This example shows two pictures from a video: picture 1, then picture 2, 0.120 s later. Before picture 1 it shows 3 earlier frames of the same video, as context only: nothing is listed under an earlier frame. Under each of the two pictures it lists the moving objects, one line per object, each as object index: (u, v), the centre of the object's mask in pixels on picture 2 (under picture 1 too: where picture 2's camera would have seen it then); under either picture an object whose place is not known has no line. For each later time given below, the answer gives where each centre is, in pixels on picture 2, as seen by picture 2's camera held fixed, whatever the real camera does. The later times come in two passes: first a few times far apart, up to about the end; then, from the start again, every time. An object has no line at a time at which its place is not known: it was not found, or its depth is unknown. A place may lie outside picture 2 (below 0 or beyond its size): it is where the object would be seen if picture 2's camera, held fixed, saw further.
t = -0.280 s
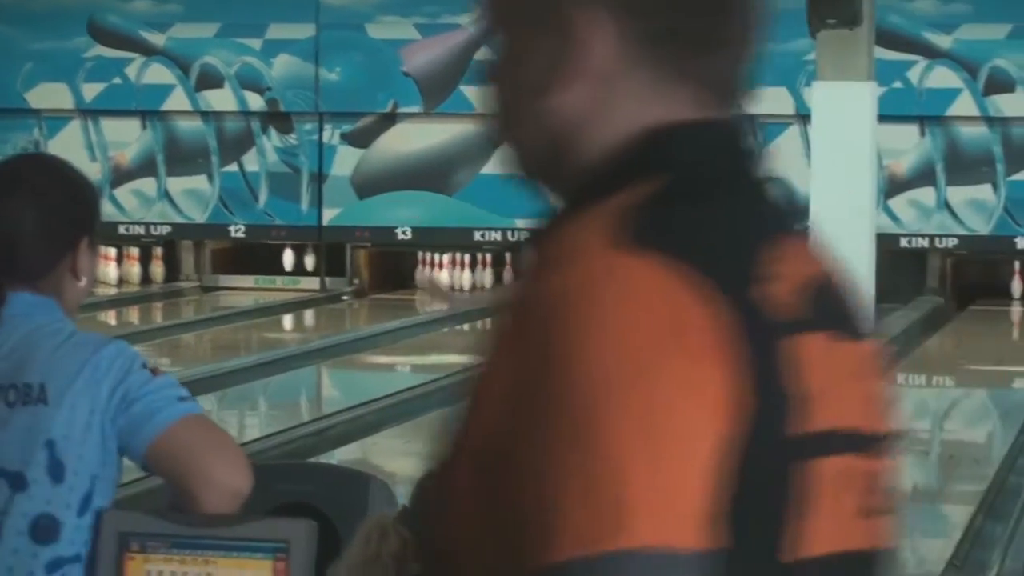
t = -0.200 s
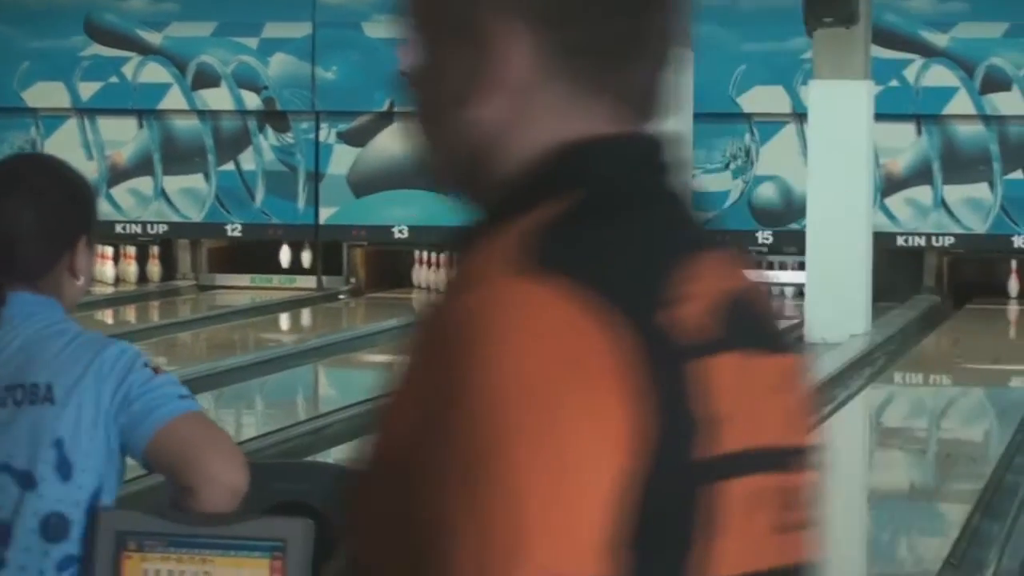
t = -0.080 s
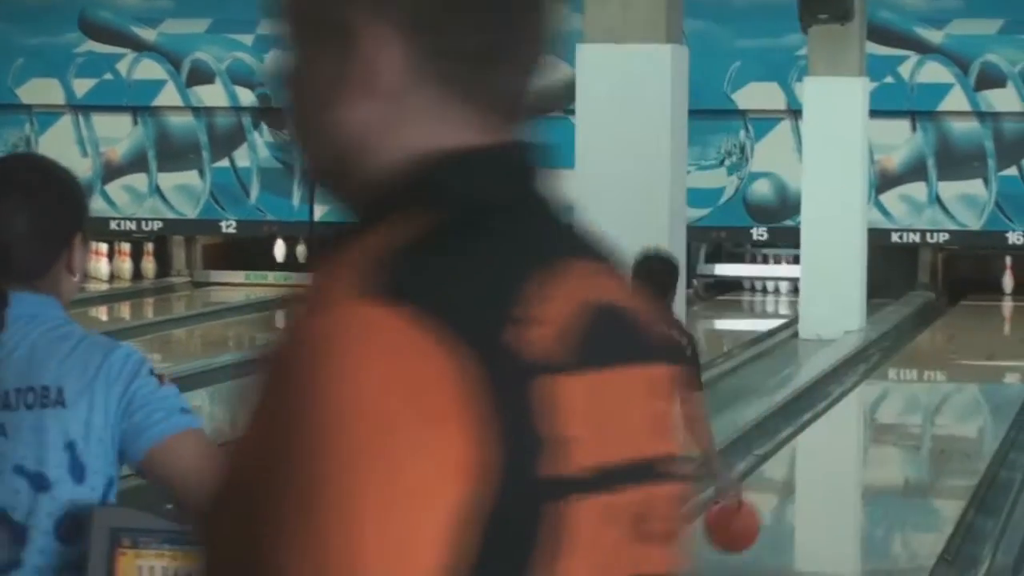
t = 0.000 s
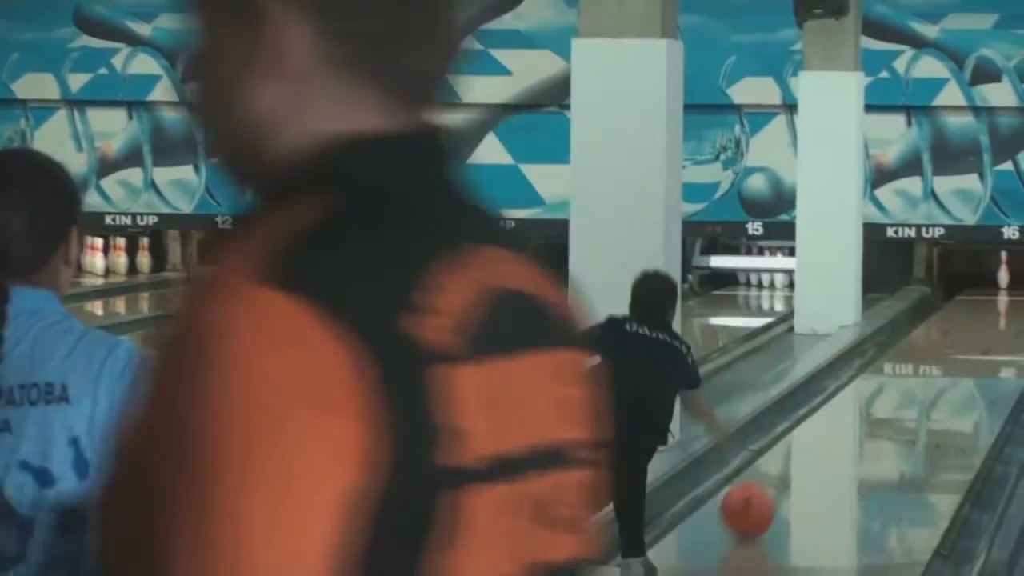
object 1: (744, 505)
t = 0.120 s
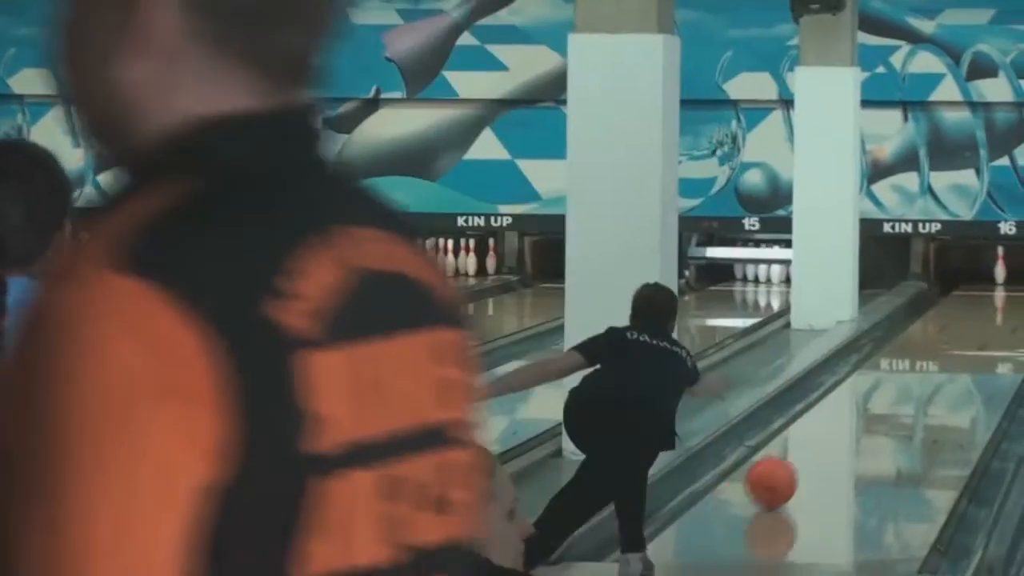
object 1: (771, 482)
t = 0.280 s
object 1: (803, 452)
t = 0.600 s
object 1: (853, 405)
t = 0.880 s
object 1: (887, 375)
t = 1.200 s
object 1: (920, 347)
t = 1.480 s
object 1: (943, 329)
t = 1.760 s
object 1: (961, 312)
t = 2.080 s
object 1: (976, 298)
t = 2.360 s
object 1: (986, 287)
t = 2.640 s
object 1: (995, 278)
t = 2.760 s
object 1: (997, 274)
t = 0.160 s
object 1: (780, 474)
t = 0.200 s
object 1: (787, 466)
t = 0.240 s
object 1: (795, 460)
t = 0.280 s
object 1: (803, 452)
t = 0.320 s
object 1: (810, 445)
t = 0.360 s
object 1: (816, 439)
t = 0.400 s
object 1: (823, 433)
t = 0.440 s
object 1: (829, 427)
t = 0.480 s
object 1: (835, 422)
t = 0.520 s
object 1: (842, 416)
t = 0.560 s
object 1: (847, 411)
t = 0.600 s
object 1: (853, 405)
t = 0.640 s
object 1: (858, 401)
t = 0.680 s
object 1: (864, 396)
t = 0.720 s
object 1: (868, 392)
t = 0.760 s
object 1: (872, 387)
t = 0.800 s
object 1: (877, 382)
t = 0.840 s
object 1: (882, 378)
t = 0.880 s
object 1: (887, 375)
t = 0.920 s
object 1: (892, 372)
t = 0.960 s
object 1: (896, 368)
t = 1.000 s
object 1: (899, 364)
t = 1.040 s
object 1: (903, 359)
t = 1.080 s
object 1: (908, 354)
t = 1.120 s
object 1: (911, 352)
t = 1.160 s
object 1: (916, 350)
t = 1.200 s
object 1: (920, 347)
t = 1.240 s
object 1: (923, 344)
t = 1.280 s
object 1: (926, 341)
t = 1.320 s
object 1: (929, 338)
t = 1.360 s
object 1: (932, 335)
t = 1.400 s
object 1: (937, 334)
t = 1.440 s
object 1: (940, 331)
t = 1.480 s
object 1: (943, 329)
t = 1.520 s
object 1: (945, 326)
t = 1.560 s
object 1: (949, 323)
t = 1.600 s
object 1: (951, 321)
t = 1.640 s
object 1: (954, 318)
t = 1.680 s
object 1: (957, 316)
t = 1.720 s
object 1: (959, 314)
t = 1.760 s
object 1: (961, 312)
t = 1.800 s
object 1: (963, 311)
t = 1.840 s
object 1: (965, 309)
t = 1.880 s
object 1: (967, 307)
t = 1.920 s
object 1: (969, 305)
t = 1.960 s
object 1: (970, 303)
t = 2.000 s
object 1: (972, 301)
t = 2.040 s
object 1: (974, 299)
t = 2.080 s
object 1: (976, 298)
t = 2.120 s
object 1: (977, 296)
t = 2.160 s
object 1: (979, 295)
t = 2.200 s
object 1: (980, 293)
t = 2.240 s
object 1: (981, 292)
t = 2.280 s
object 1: (983, 290)
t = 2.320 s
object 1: (984, 289)
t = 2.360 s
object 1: (986, 287)
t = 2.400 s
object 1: (987, 286)
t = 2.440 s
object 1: (988, 284)
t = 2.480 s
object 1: (989, 283)
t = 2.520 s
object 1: (991, 281)
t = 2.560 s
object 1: (993, 279)
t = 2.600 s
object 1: (994, 278)
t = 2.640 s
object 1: (995, 278)
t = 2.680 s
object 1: (996, 276)
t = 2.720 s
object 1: (997, 275)
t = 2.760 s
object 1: (997, 274)
